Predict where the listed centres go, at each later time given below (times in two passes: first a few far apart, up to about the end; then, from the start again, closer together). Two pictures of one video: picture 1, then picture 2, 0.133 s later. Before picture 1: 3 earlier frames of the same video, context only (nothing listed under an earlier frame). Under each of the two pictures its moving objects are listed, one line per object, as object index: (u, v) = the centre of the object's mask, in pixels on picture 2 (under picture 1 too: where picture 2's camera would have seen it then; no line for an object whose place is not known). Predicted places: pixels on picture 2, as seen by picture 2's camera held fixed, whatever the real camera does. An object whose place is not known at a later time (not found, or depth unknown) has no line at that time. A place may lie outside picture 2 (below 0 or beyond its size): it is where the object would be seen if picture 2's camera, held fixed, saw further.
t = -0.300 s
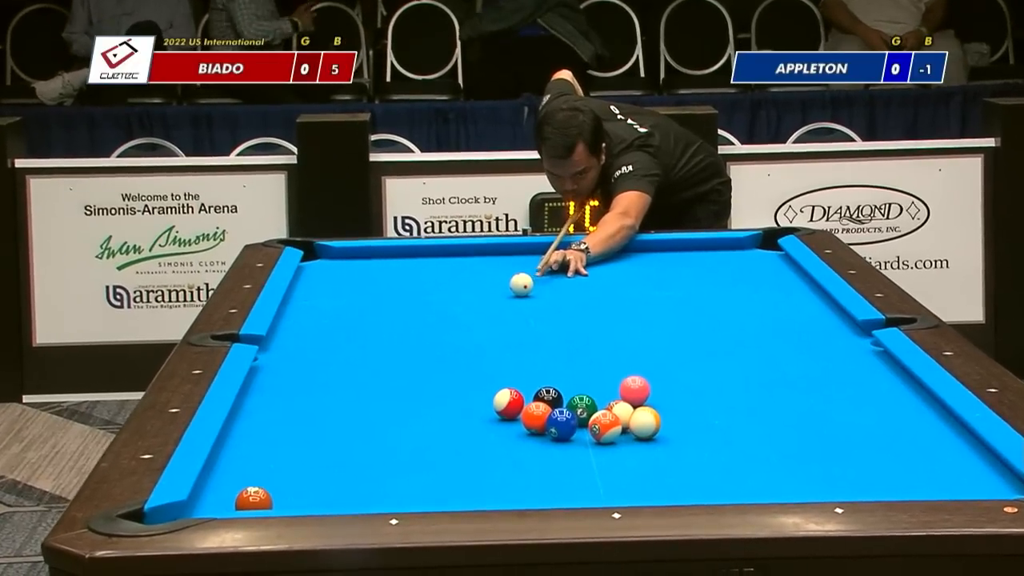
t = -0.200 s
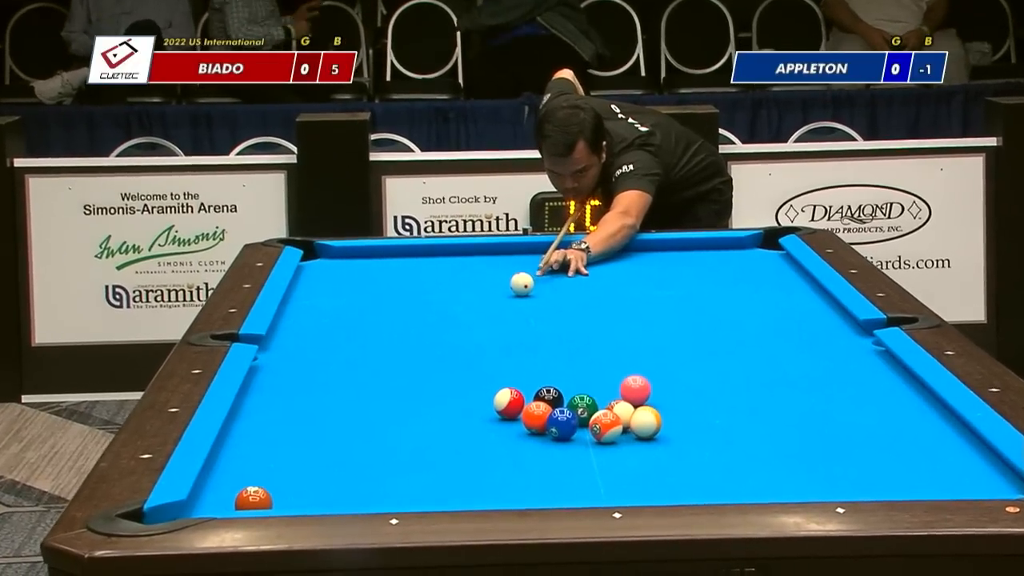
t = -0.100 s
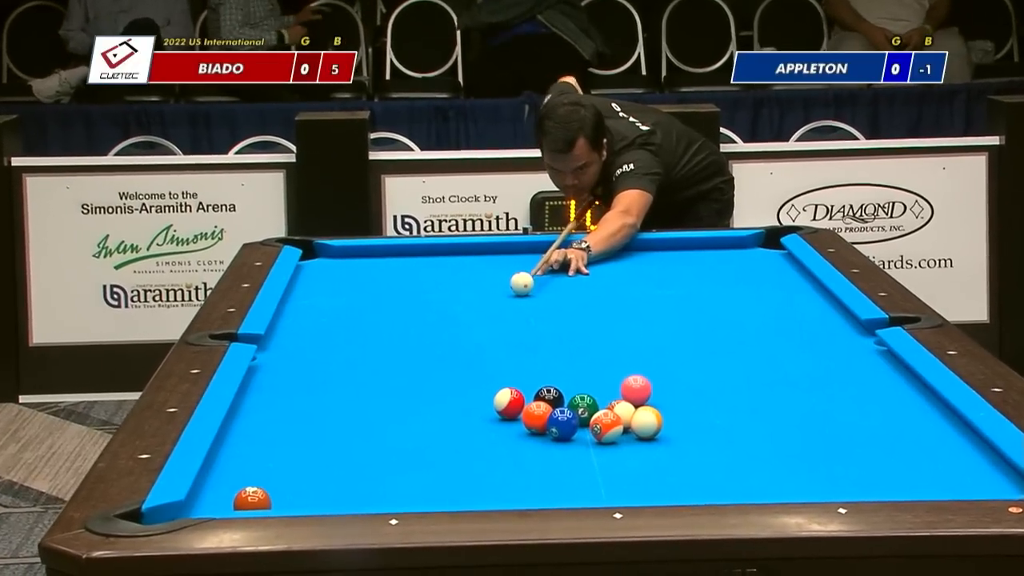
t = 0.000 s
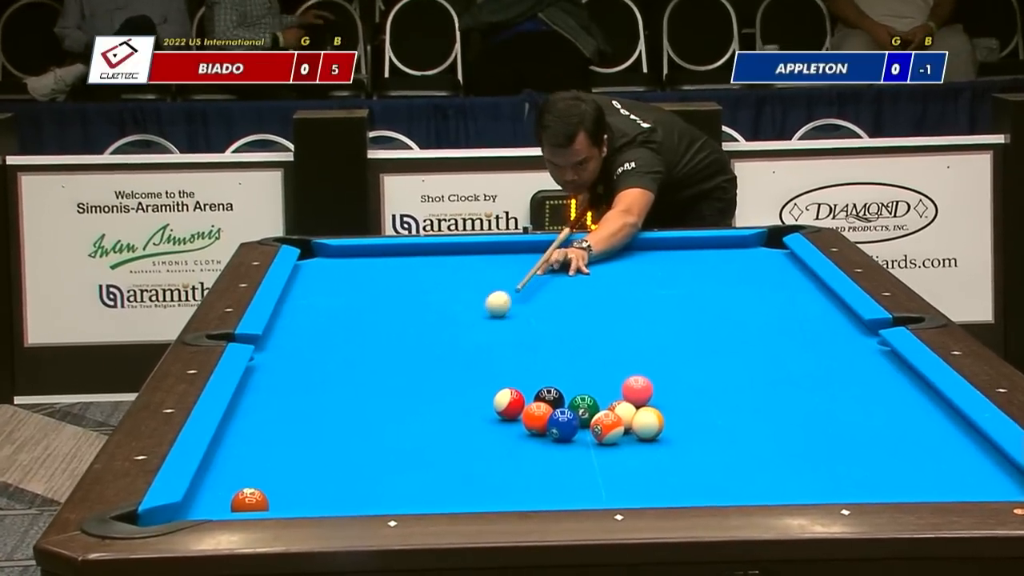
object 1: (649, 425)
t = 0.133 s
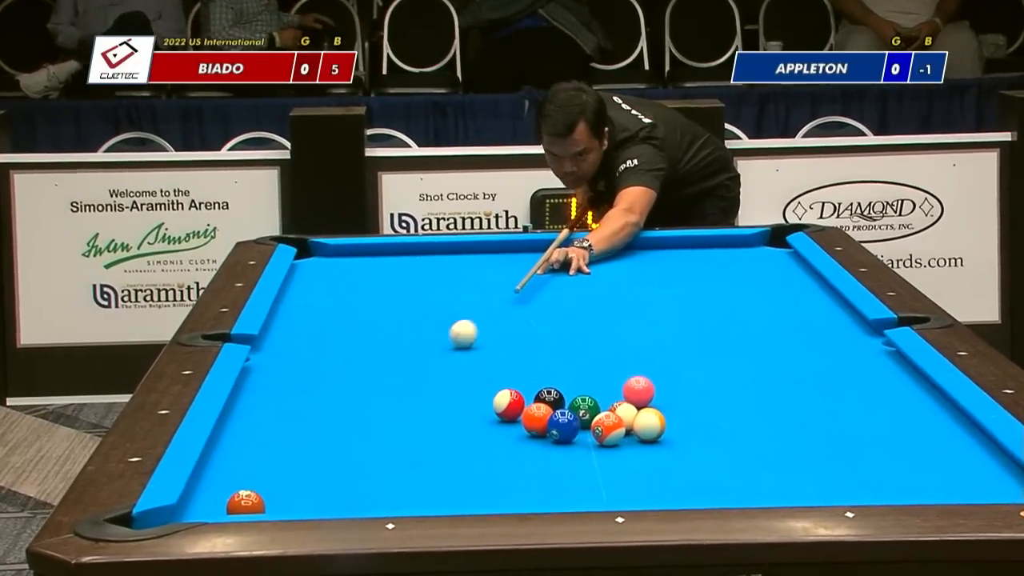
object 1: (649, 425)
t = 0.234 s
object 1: (649, 425)
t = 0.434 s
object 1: (649, 425)
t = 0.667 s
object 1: (649, 425)
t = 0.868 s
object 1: (649, 425)
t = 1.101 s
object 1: (649, 425)
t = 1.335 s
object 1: (649, 425)
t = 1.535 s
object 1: (690, 420)
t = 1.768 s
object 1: (747, 415)
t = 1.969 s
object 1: (793, 410)
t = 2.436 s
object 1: (891, 401)
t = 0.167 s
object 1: (649, 425)
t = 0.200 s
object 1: (649, 425)
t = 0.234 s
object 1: (649, 425)
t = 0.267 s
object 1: (649, 425)
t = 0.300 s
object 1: (649, 425)
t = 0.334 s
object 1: (649, 425)
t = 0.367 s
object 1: (649, 425)
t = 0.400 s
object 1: (649, 425)
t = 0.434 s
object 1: (649, 425)
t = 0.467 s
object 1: (649, 425)
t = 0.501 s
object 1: (649, 425)
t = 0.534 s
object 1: (649, 425)
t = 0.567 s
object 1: (649, 425)
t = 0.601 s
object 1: (649, 425)
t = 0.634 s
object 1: (649, 425)
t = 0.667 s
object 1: (649, 425)
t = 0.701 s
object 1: (649, 425)
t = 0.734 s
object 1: (649, 425)
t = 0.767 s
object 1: (649, 425)
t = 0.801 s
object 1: (649, 425)
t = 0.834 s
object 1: (649, 425)
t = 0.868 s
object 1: (649, 425)
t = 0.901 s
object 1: (649, 425)
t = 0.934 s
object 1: (649, 425)
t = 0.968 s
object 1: (649, 425)
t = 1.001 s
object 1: (649, 425)
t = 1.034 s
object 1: (649, 425)
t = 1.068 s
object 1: (649, 425)
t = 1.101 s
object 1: (649, 425)
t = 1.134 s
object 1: (649, 425)
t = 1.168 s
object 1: (649, 425)
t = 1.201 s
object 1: (649, 425)
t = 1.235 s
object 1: (649, 425)
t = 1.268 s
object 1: (649, 425)
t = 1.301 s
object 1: (649, 425)
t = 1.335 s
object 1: (649, 425)
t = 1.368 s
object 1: (649, 425)
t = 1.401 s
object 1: (654, 424)
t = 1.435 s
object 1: (664, 423)
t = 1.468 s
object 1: (673, 422)
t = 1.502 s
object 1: (682, 421)
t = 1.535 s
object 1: (690, 420)
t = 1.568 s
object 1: (699, 419)
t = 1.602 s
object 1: (707, 419)
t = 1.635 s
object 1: (715, 418)
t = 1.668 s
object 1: (723, 418)
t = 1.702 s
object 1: (731, 417)
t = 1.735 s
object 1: (738, 416)
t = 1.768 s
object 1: (747, 415)
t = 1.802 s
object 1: (754, 414)
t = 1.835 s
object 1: (762, 413)
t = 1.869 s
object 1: (770, 413)
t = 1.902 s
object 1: (777, 412)
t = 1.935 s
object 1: (785, 411)
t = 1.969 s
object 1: (793, 410)
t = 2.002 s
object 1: (800, 410)
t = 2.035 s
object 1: (807, 409)
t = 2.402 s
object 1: (885, 402)
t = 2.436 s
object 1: (891, 401)
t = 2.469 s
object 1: (897, 401)
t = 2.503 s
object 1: (903, 400)
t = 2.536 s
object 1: (909, 400)
